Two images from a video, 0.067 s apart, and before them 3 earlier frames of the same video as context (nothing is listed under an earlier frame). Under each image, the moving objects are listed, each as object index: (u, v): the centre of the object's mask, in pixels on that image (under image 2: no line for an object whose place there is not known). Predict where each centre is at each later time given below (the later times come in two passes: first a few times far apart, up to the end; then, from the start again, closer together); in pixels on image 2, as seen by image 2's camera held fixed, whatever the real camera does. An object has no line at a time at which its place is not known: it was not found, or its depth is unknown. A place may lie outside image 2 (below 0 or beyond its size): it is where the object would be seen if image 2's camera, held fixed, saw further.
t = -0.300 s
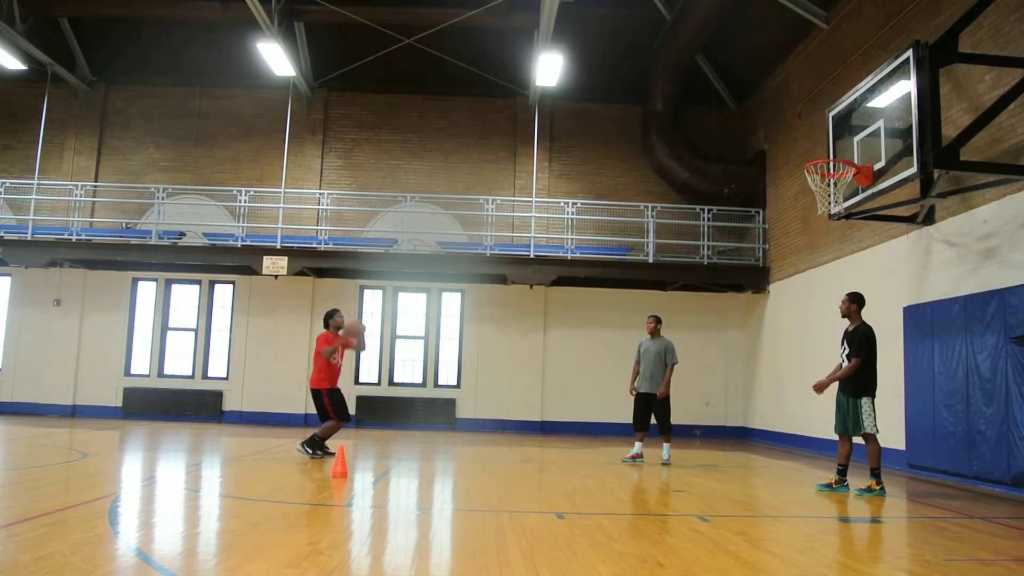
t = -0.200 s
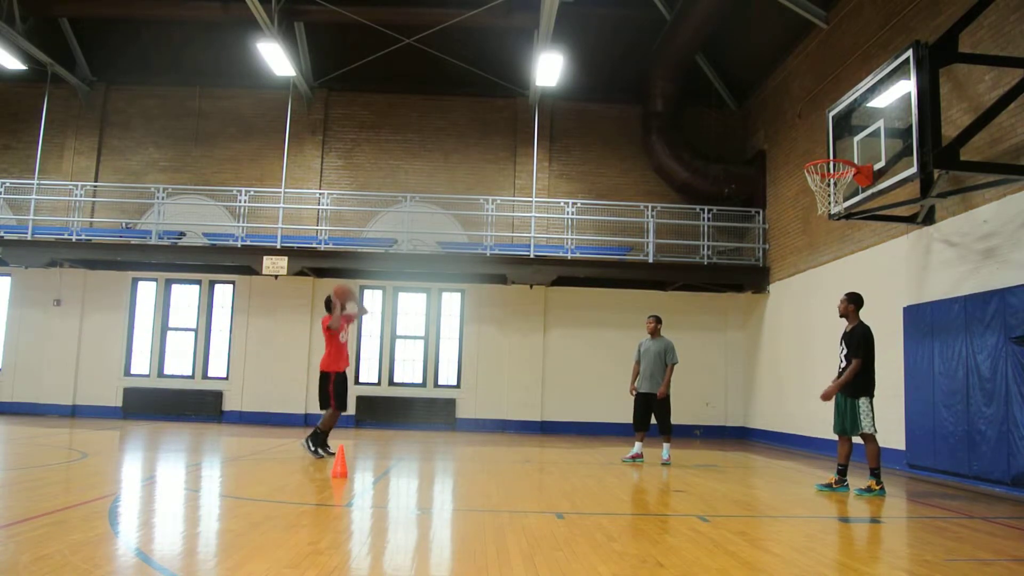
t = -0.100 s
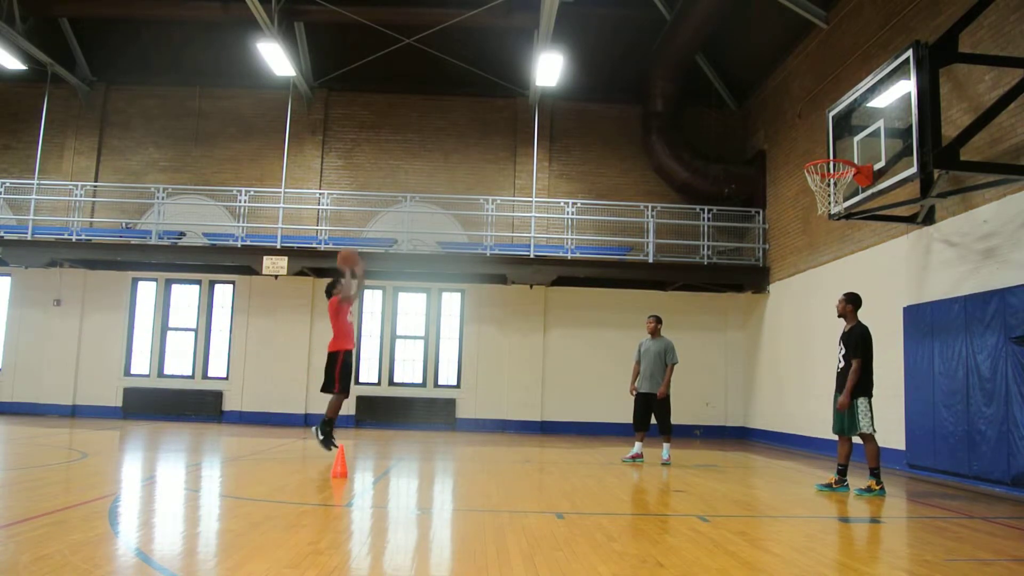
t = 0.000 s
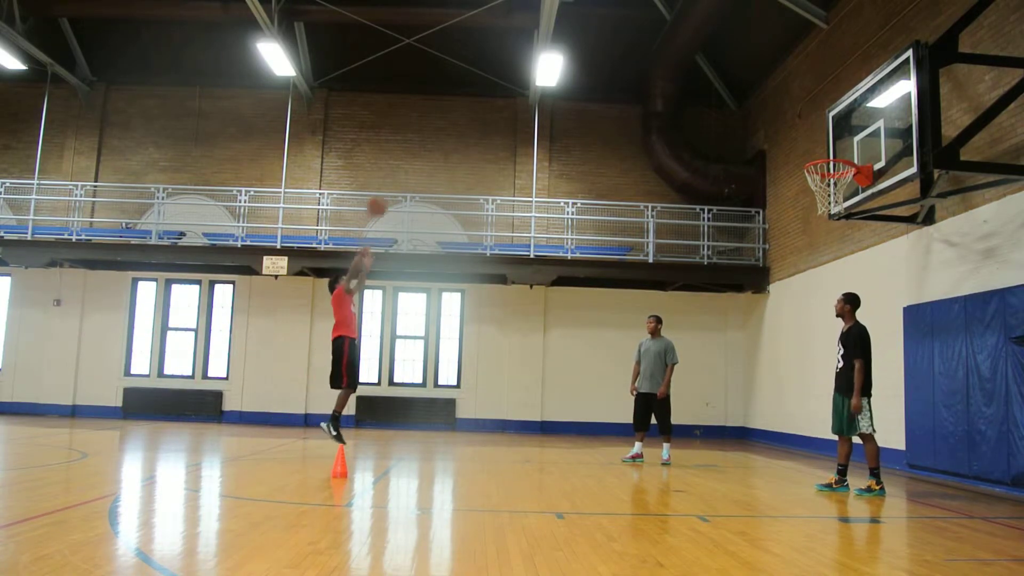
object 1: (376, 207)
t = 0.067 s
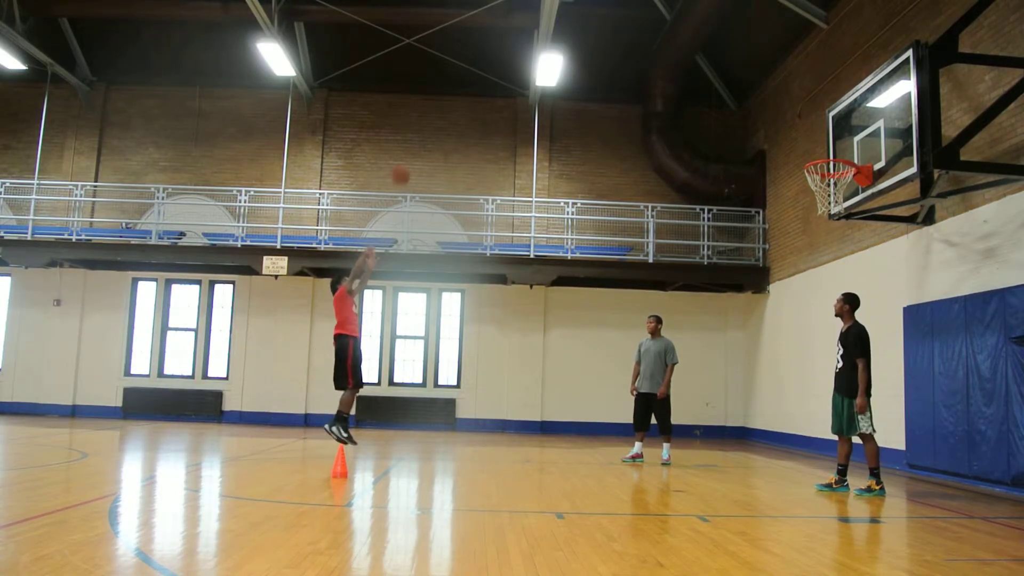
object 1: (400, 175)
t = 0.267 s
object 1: (472, 96)
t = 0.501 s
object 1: (556, 42)
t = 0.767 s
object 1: (649, 43)
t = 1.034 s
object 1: (751, 105)
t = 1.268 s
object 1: (809, 136)
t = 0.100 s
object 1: (412, 158)
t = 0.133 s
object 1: (425, 143)
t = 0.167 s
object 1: (436, 131)
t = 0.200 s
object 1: (448, 118)
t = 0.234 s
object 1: (460, 107)
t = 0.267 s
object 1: (472, 96)
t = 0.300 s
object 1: (483, 87)
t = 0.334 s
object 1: (496, 78)
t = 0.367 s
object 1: (507, 69)
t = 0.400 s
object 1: (519, 63)
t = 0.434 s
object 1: (529, 54)
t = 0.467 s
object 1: (542, 47)
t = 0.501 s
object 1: (556, 42)
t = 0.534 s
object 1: (567, 40)
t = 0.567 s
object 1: (577, 40)
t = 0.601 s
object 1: (589, 38)
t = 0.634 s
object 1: (601, 37)
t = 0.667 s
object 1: (613, 37)
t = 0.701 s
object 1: (625, 38)
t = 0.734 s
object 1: (636, 40)
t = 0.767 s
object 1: (649, 43)
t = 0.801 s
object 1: (662, 47)
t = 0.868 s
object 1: (687, 58)
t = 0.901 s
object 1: (699, 66)
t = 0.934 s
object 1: (712, 74)
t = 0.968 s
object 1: (726, 83)
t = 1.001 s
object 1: (739, 94)
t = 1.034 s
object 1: (751, 105)
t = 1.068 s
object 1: (764, 117)
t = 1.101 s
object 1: (776, 131)
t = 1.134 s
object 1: (792, 146)
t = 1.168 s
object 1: (803, 156)
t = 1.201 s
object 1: (805, 149)
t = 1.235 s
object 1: (807, 142)
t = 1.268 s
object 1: (809, 136)
